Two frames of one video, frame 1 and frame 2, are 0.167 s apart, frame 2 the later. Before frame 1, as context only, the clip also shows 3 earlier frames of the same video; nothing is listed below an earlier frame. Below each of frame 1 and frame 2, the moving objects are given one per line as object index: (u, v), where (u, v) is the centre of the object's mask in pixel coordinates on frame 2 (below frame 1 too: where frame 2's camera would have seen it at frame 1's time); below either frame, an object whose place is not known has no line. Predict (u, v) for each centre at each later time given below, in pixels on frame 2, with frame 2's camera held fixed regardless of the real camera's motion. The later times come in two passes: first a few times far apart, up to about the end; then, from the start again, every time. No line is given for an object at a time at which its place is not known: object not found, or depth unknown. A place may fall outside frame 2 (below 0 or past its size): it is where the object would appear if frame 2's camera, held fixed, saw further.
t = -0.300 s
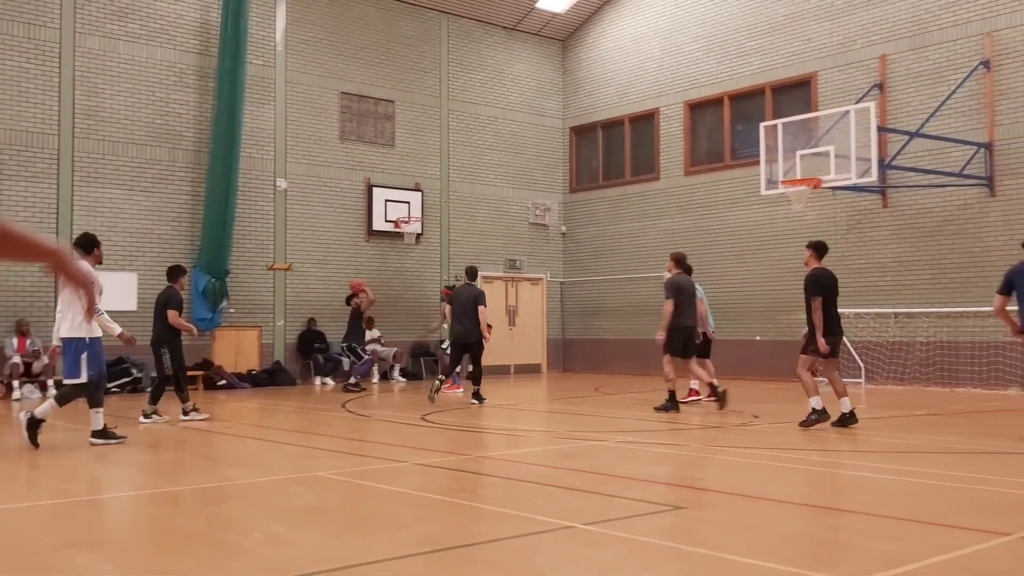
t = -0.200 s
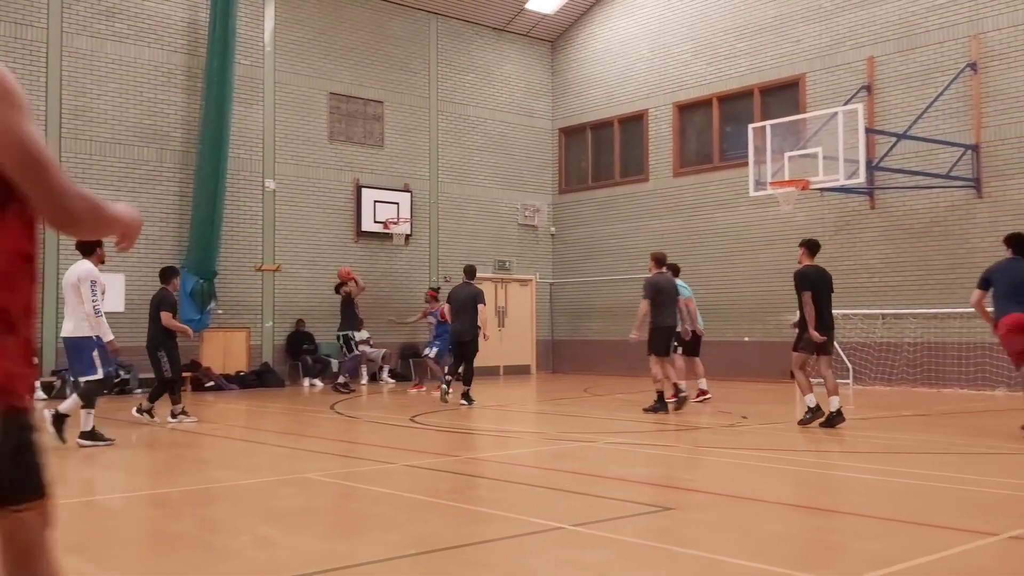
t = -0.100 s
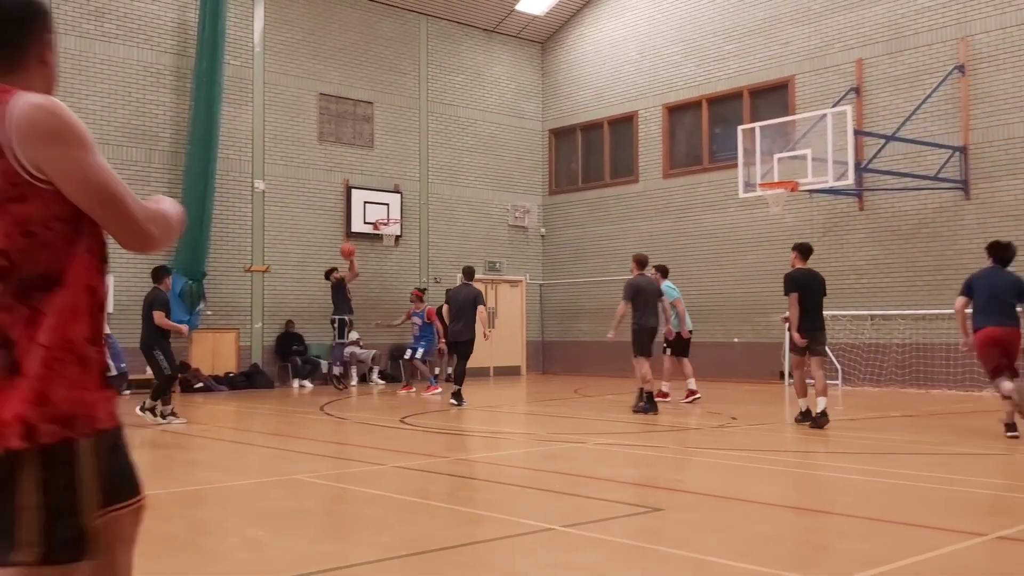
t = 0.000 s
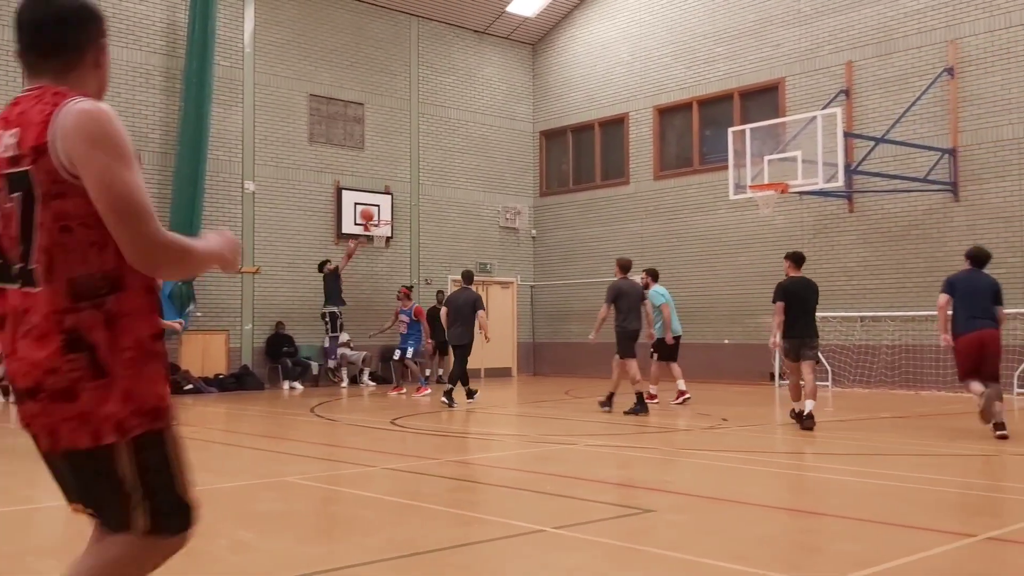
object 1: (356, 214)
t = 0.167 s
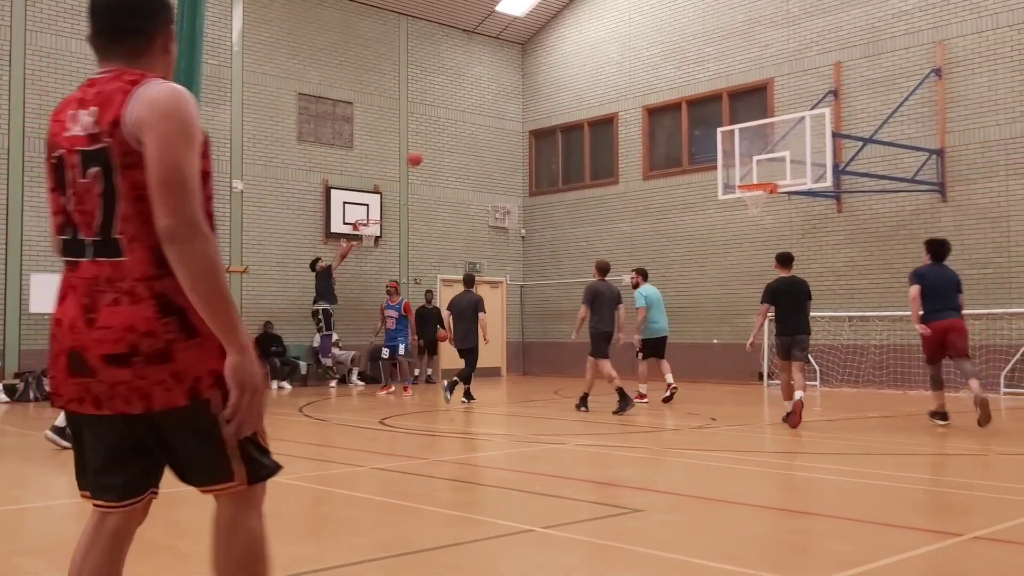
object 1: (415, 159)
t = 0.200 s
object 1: (427, 150)
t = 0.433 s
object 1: (510, 104)
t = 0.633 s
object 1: (583, 94)
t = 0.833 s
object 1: (657, 108)
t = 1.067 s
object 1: (746, 160)
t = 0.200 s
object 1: (427, 150)
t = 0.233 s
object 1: (438, 142)
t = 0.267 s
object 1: (450, 134)
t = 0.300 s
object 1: (462, 127)
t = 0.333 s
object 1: (474, 120)
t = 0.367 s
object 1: (486, 114)
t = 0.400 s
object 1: (498, 109)
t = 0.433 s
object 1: (510, 104)
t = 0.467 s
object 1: (522, 101)
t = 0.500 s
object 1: (534, 98)
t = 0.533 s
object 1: (546, 96)
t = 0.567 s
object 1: (558, 94)
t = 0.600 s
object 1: (570, 93)
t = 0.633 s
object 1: (583, 94)
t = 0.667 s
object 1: (595, 94)
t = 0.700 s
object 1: (607, 95)
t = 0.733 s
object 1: (619, 98)
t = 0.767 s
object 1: (632, 101)
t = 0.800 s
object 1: (645, 105)
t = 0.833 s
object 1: (657, 108)
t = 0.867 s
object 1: (669, 113)
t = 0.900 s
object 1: (682, 118)
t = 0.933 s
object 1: (695, 125)
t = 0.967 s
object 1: (706, 133)
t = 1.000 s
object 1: (720, 141)
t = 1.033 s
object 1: (733, 150)
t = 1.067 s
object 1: (746, 160)
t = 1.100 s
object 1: (760, 170)
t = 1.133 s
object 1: (768, 172)
